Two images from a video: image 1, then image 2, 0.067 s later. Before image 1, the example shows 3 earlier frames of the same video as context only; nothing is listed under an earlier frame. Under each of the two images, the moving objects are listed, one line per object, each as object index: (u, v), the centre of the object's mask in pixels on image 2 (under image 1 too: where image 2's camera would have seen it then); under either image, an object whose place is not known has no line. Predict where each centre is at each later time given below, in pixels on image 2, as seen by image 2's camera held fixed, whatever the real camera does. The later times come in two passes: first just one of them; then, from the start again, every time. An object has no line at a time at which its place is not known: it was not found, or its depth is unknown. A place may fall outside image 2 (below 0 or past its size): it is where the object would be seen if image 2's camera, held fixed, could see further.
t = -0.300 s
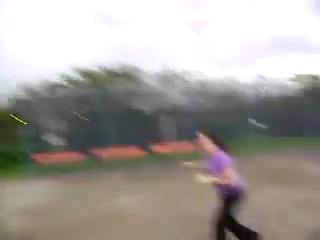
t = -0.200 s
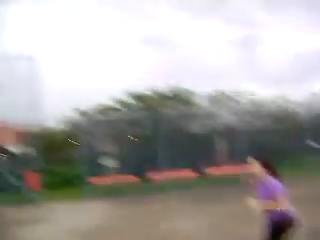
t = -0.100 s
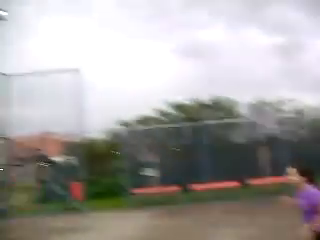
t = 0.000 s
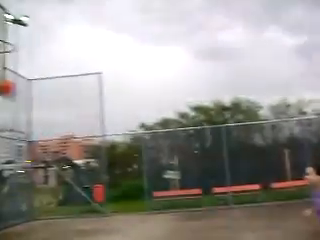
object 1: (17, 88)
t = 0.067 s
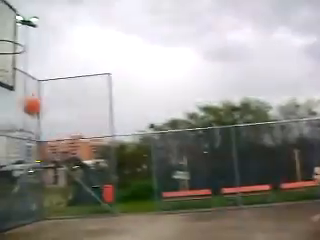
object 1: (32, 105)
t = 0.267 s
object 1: (85, 181)
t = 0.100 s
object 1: (40, 116)
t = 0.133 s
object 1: (48, 126)
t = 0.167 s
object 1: (59, 140)
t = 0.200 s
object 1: (70, 155)
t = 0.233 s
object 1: (77, 167)
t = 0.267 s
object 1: (85, 181)
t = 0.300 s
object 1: (96, 198)
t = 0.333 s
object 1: (103, 215)
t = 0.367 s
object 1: (114, 233)
